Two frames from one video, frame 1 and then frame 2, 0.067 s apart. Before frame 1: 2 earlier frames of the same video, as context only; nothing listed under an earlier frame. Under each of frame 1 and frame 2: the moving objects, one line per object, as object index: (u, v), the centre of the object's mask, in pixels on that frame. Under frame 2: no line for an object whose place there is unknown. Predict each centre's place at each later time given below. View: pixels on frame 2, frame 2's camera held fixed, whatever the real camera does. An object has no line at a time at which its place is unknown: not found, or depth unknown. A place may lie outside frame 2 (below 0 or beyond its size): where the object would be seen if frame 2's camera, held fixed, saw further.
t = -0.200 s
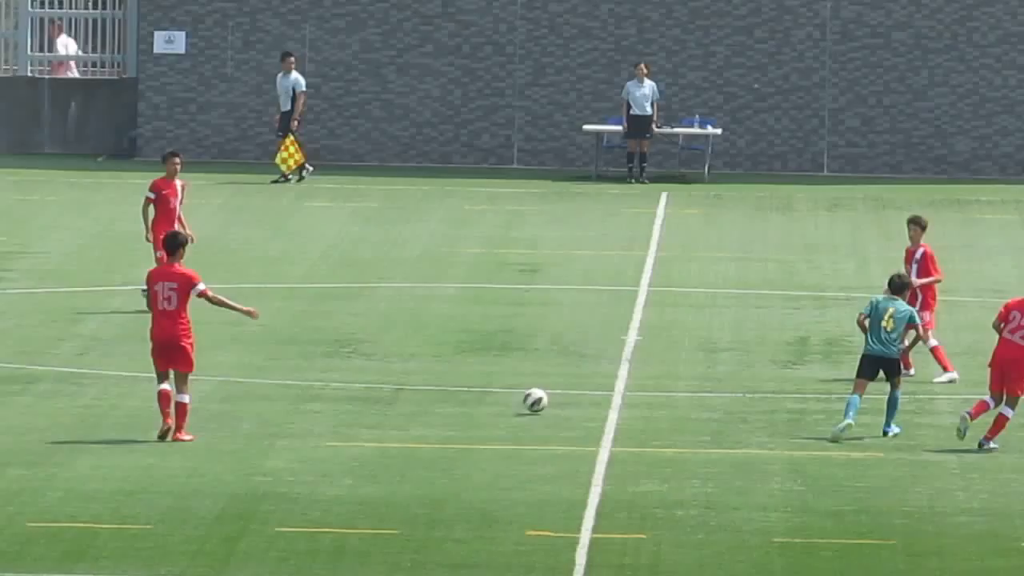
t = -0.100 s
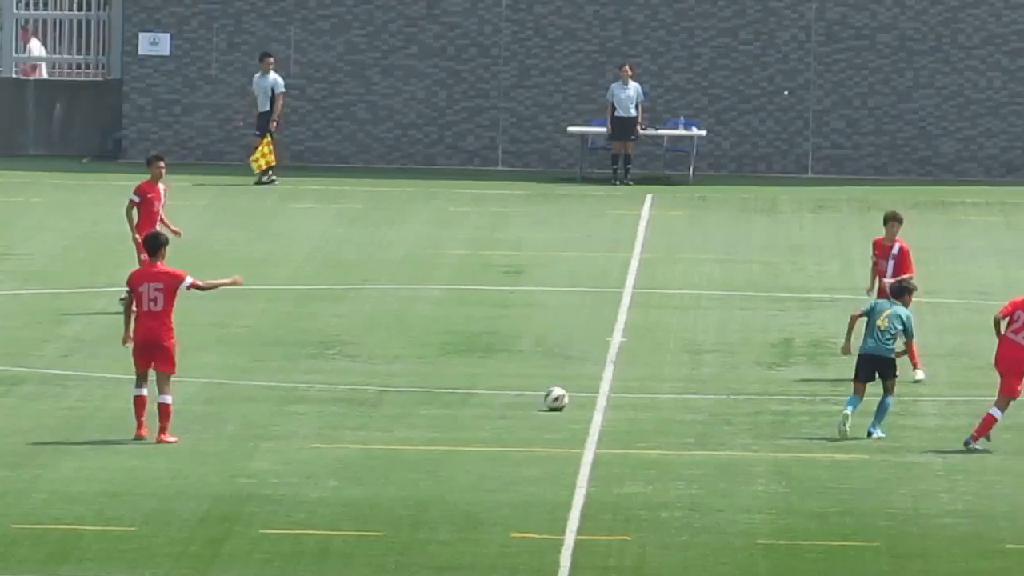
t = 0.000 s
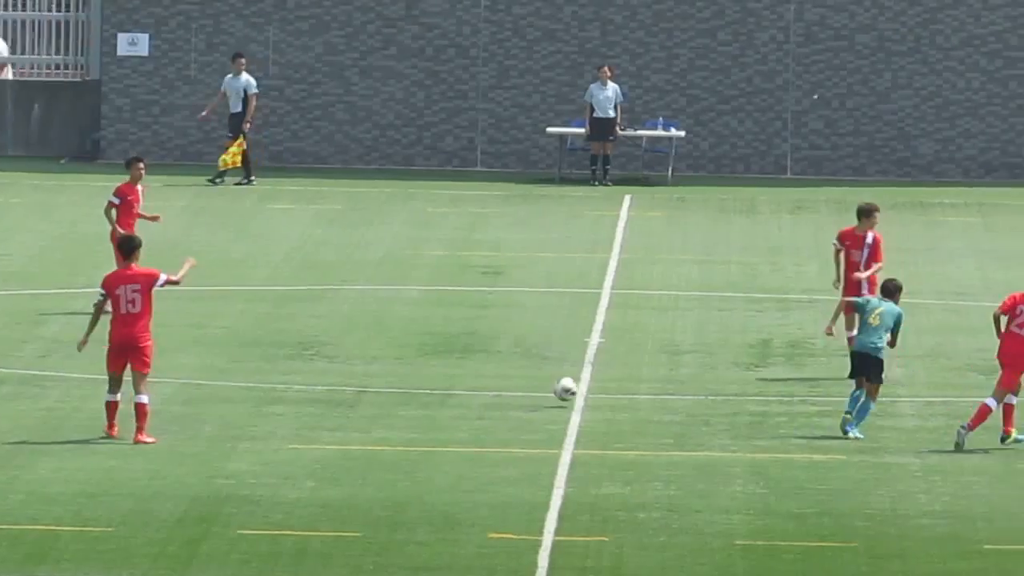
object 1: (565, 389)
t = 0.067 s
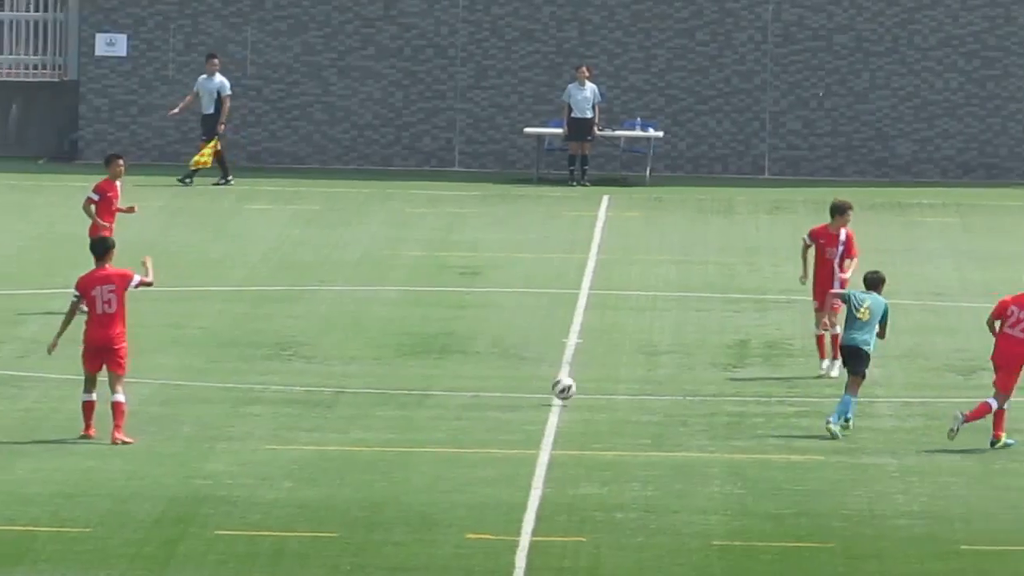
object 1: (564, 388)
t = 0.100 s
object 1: (573, 389)
